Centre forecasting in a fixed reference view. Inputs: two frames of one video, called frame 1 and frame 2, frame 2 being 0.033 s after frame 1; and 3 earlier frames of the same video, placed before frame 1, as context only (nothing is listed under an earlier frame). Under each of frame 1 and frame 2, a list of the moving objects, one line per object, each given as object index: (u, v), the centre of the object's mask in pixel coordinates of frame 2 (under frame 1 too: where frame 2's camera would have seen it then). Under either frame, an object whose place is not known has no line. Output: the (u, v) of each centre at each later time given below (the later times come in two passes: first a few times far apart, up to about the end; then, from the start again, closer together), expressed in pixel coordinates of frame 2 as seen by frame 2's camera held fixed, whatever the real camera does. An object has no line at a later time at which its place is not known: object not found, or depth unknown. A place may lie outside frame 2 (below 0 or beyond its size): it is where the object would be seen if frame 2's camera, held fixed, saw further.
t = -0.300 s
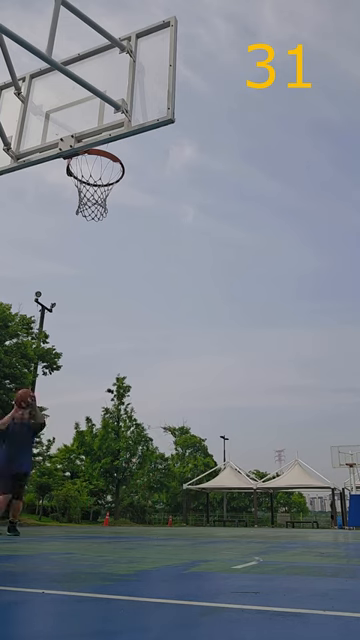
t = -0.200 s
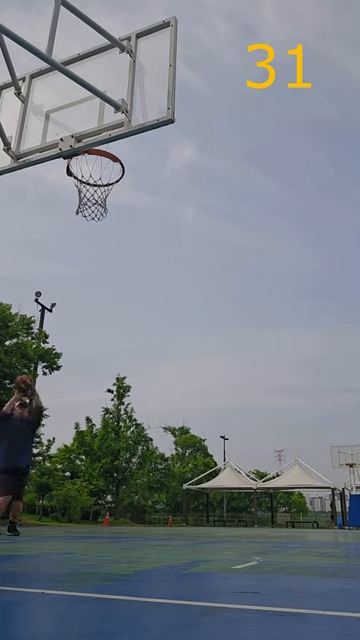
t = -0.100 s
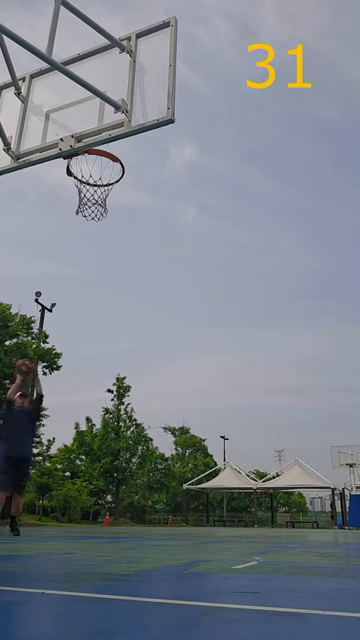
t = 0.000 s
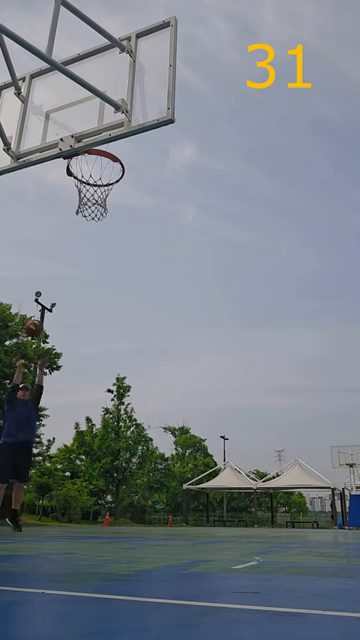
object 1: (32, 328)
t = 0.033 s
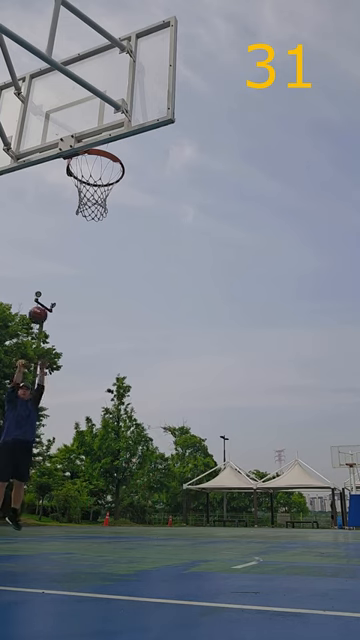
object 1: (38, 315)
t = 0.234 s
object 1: (60, 247)
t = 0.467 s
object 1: (87, 192)
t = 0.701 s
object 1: (121, 166)
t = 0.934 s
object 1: (153, 138)
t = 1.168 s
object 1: (186, 149)
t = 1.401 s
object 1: (230, 240)
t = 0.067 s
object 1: (41, 302)
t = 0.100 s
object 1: (45, 290)
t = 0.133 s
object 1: (49, 278)
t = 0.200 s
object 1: (56, 256)
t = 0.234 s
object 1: (60, 247)
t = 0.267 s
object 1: (64, 237)
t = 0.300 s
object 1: (68, 228)
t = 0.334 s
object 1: (72, 219)
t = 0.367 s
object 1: (75, 211)
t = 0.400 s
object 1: (79, 204)
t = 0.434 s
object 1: (83, 197)
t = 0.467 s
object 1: (87, 192)
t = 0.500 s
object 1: (92, 185)
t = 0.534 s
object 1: (96, 180)
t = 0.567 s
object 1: (101, 176)
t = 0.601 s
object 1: (106, 173)
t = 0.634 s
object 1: (111, 170)
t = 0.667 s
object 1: (115, 168)
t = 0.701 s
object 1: (121, 166)
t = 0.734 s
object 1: (125, 161)
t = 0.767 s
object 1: (130, 154)
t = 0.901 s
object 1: (148, 140)
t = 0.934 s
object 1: (153, 138)
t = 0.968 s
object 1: (157, 137)
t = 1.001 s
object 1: (162, 136)
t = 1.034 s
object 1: (166, 136)
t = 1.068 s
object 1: (171, 136)
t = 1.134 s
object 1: (180, 143)
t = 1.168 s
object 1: (186, 149)
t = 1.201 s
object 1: (191, 156)
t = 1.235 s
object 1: (197, 165)
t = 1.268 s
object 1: (203, 176)
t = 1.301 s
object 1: (209, 189)
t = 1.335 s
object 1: (216, 203)
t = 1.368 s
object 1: (223, 221)
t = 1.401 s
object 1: (230, 240)
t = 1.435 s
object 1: (238, 263)
